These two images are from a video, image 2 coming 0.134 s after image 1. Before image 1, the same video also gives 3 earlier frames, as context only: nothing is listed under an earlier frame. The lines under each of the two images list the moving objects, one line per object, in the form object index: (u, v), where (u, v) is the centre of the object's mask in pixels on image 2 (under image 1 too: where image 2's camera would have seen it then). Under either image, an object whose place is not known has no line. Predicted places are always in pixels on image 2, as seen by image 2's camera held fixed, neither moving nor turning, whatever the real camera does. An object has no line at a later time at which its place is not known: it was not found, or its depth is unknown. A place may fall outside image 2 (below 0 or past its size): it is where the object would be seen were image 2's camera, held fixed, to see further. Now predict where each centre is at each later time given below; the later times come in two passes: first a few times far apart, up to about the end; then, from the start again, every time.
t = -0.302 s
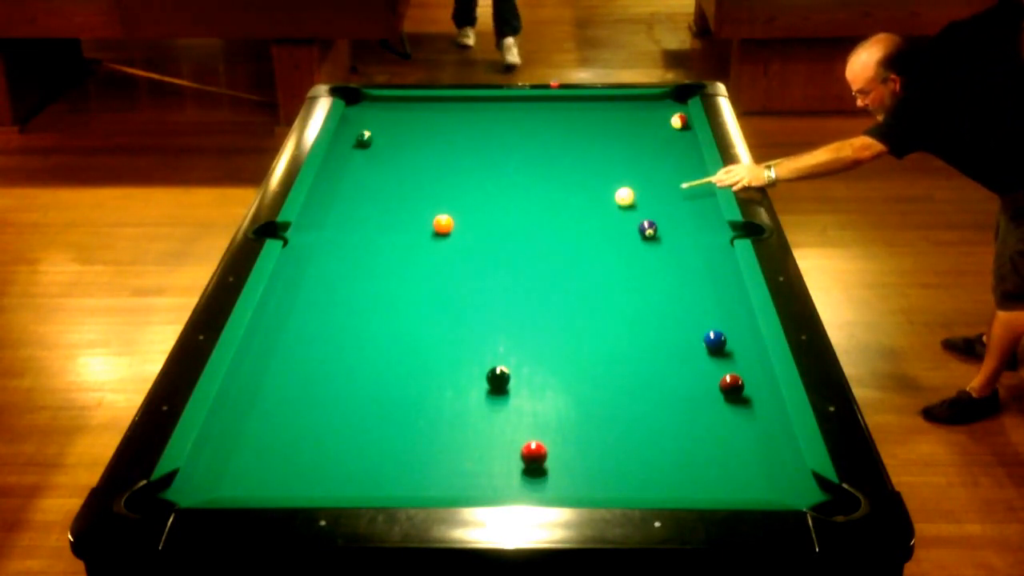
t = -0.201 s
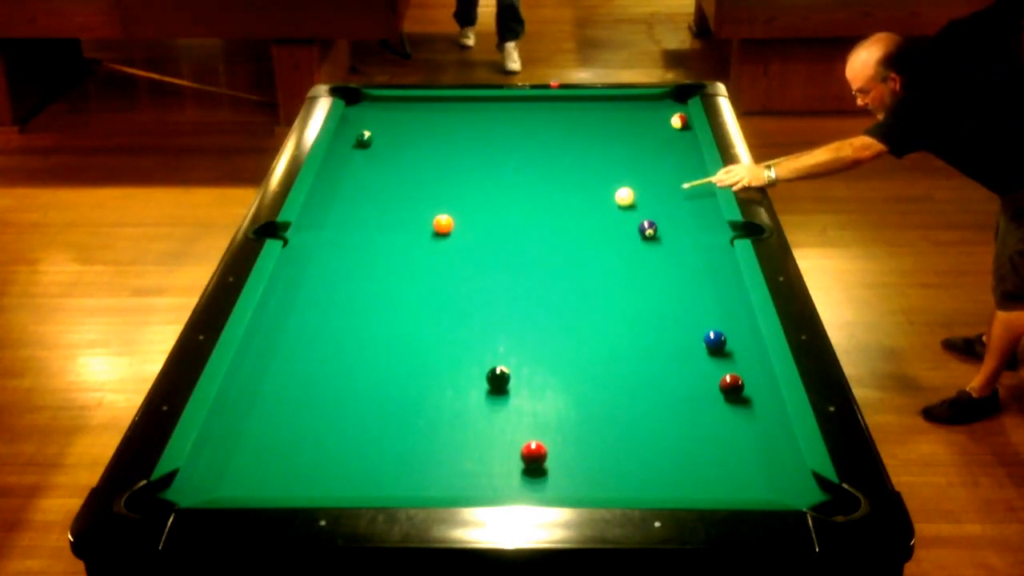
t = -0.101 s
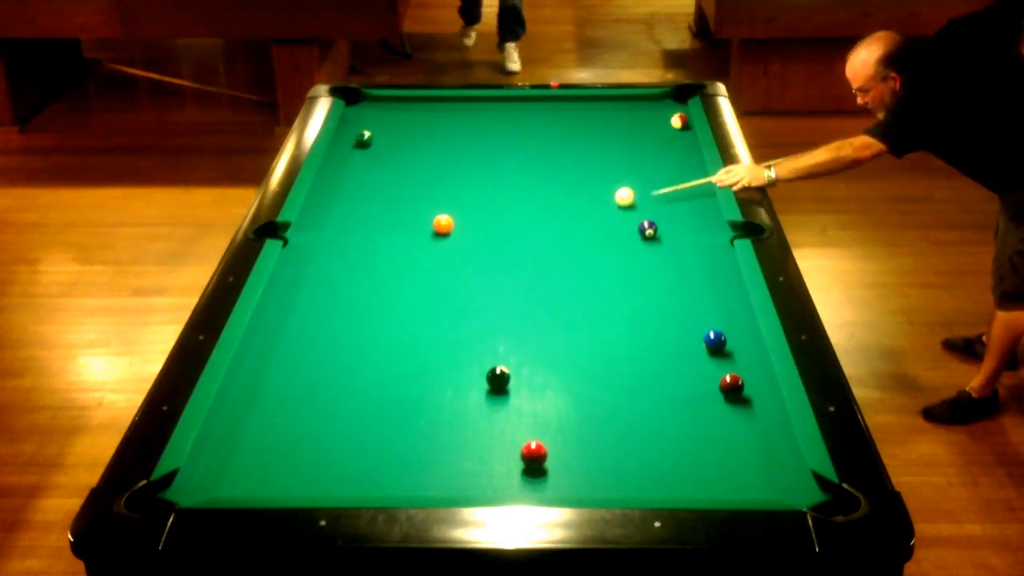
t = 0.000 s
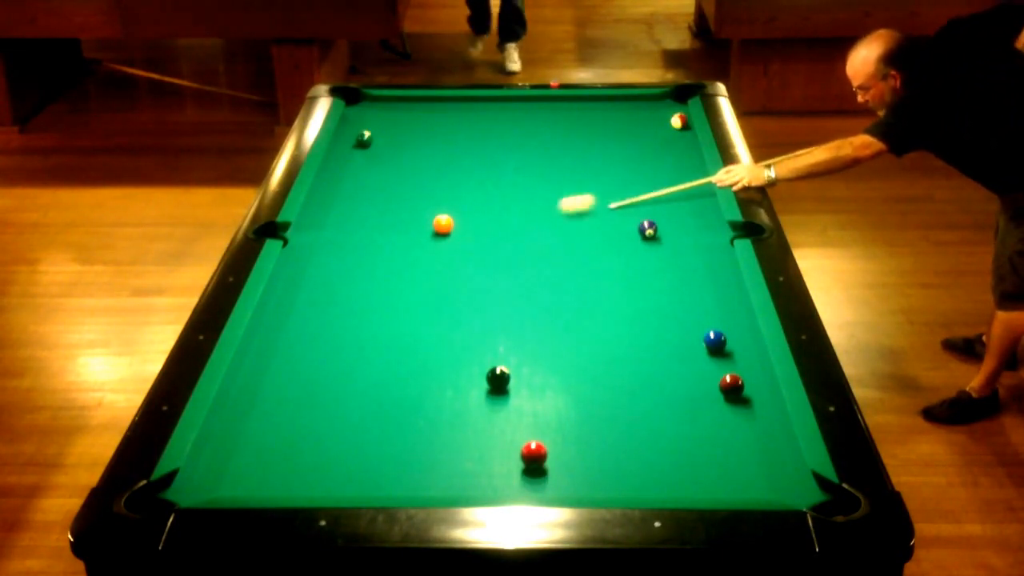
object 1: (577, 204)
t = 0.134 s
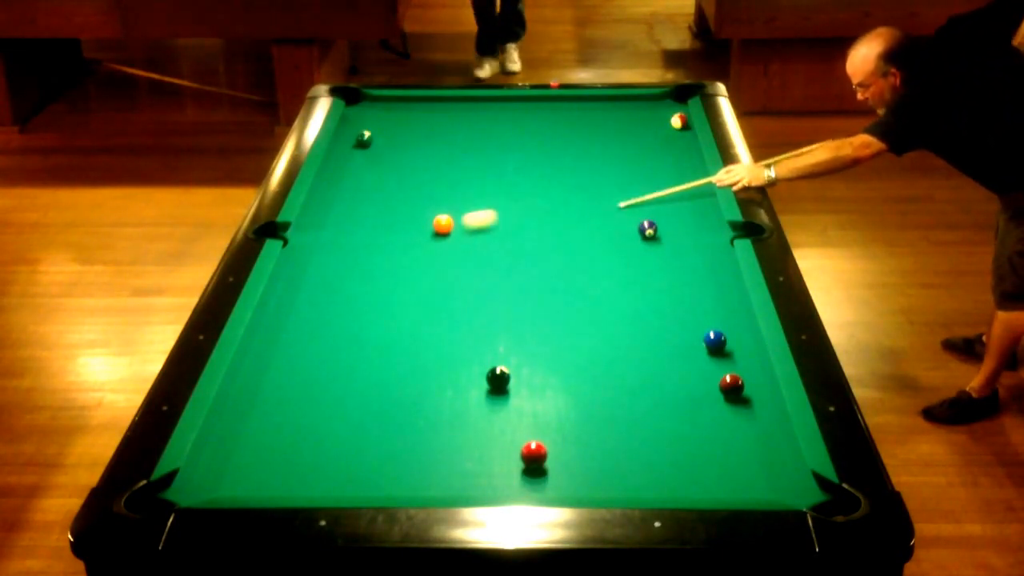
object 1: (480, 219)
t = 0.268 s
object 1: (464, 226)
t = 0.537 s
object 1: (473, 235)
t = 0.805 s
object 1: (481, 243)
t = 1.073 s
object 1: (488, 250)
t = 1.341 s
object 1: (496, 256)
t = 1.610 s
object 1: (502, 262)
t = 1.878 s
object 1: (507, 267)
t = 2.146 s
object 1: (512, 271)
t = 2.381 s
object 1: (515, 275)
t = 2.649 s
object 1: (518, 277)
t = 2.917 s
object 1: (520, 279)
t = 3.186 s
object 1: (521, 279)
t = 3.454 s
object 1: (521, 279)
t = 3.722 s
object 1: (521, 279)
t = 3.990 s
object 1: (520, 279)
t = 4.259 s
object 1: (520, 279)
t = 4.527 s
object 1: (520, 279)
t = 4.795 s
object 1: (520, 279)
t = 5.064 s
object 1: (520, 279)
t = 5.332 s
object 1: (521, 279)
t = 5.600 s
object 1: (520, 279)
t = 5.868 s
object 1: (521, 279)
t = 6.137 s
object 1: (520, 279)
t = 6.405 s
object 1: (521, 279)
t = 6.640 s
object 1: (520, 279)
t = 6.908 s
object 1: (521, 279)
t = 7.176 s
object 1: (521, 279)
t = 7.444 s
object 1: (520, 279)
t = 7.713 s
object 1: (520, 279)
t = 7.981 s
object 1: (520, 280)
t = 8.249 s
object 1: (520, 279)
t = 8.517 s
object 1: (520, 279)
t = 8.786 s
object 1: (520, 279)
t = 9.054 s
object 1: (520, 279)
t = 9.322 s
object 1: (520, 279)
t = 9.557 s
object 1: (521, 279)
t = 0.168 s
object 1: (463, 223)
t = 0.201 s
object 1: (463, 224)
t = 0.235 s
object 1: (463, 225)
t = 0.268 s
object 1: (464, 226)
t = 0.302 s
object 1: (465, 228)
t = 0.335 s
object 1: (467, 229)
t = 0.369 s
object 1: (468, 230)
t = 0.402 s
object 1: (469, 231)
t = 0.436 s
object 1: (470, 232)
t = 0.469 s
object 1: (471, 233)
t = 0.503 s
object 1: (472, 234)
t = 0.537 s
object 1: (473, 235)
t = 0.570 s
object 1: (474, 236)
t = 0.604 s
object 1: (475, 237)
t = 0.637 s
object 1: (476, 238)
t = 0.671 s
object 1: (477, 239)
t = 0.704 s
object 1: (478, 240)
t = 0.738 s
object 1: (479, 241)
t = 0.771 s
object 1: (480, 242)
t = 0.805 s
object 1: (481, 243)
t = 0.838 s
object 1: (482, 243)
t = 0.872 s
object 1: (483, 244)
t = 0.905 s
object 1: (484, 245)
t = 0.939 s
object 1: (485, 246)
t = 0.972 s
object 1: (485, 247)
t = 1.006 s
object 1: (486, 248)
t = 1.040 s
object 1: (487, 249)
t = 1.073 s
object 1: (488, 250)
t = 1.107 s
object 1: (489, 250)
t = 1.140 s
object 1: (490, 251)
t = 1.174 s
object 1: (491, 252)
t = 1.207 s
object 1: (492, 253)
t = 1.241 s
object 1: (493, 254)
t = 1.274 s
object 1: (494, 254)
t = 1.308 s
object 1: (495, 255)
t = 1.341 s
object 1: (496, 256)
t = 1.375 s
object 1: (496, 257)
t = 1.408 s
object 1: (497, 258)
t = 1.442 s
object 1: (498, 258)
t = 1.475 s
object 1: (498, 259)
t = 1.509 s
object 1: (499, 260)
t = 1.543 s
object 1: (500, 260)
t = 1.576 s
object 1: (501, 261)
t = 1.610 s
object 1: (502, 262)
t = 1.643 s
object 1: (503, 262)
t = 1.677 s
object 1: (503, 263)
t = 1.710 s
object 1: (504, 264)
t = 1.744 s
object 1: (505, 264)
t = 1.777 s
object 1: (505, 265)
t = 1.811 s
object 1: (506, 266)
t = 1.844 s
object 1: (507, 267)
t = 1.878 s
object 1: (507, 267)
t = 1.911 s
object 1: (508, 268)
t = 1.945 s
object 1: (508, 268)
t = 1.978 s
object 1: (509, 269)
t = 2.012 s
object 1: (510, 269)
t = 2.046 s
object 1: (510, 269)
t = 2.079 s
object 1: (511, 270)
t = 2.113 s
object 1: (511, 270)
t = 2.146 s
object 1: (512, 271)
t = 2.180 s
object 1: (513, 271)
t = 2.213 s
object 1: (513, 272)
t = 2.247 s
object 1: (513, 272)
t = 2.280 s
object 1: (514, 273)
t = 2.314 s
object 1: (514, 273)
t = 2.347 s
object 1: (515, 274)
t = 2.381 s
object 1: (515, 275)
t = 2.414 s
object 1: (516, 274)
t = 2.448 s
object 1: (516, 275)
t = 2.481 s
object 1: (516, 275)
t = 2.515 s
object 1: (517, 276)
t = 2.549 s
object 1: (517, 276)
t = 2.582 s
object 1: (517, 276)
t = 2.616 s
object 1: (518, 277)
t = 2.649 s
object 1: (518, 277)
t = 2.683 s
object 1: (518, 277)
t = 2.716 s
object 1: (519, 277)
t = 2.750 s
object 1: (519, 278)
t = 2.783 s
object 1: (519, 278)
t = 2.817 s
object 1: (520, 278)
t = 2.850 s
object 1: (520, 278)
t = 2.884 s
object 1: (520, 278)
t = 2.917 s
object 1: (520, 279)
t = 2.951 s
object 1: (520, 279)
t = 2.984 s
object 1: (520, 279)
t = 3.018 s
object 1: (520, 279)
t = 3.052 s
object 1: (521, 279)
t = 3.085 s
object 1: (521, 279)
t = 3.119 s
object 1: (521, 279)
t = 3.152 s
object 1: (521, 279)
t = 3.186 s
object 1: (521, 279)
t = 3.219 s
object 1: (521, 279)
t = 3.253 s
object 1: (521, 279)
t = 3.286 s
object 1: (521, 279)
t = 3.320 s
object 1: (521, 279)
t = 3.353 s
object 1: (521, 279)
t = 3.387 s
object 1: (521, 279)
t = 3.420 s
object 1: (521, 279)
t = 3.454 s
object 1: (521, 279)
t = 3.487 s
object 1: (521, 279)
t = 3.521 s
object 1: (521, 279)
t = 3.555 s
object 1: (521, 279)
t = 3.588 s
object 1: (521, 279)
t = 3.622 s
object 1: (521, 279)
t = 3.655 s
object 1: (521, 279)
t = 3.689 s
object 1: (521, 279)
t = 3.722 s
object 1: (521, 279)
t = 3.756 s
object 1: (520, 279)
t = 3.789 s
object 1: (521, 279)
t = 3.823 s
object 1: (521, 279)
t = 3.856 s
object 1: (521, 279)
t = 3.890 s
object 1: (521, 279)
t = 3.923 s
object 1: (521, 279)
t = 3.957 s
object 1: (520, 279)
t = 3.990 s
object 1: (520, 279)
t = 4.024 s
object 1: (520, 279)
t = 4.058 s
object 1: (521, 279)
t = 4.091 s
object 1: (520, 279)
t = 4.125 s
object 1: (520, 279)
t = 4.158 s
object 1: (520, 279)
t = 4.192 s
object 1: (520, 279)
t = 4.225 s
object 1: (520, 279)
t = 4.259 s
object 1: (520, 279)
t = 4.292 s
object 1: (520, 279)
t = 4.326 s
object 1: (520, 279)
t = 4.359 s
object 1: (521, 279)
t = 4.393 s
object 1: (520, 279)
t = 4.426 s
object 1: (520, 279)
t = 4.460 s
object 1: (520, 279)
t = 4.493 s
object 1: (521, 279)
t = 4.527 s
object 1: (520, 279)
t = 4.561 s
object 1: (521, 279)
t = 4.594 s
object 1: (520, 279)
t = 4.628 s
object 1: (520, 279)
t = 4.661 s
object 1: (520, 279)
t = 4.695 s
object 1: (520, 279)
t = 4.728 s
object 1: (520, 279)
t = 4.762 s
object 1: (520, 279)
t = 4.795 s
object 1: (520, 279)
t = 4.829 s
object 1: (520, 279)
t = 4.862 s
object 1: (520, 279)
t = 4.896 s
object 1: (521, 279)
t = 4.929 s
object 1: (520, 279)
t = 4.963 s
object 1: (520, 279)
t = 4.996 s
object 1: (520, 279)
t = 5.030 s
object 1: (521, 279)
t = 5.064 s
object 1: (520, 279)
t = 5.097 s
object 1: (520, 279)
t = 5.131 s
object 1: (520, 279)
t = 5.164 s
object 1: (520, 279)
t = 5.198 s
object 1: (520, 279)
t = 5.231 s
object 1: (520, 279)
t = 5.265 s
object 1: (521, 279)
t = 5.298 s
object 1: (521, 279)
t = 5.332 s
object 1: (521, 279)
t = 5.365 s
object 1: (521, 279)
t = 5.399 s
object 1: (521, 279)
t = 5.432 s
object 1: (521, 279)
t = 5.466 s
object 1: (521, 279)
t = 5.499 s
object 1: (521, 279)
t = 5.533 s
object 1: (521, 279)
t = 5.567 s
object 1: (520, 279)
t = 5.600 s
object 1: (520, 279)
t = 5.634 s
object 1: (520, 279)
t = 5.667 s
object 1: (520, 279)
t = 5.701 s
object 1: (520, 279)
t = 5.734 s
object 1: (521, 279)
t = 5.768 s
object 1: (521, 279)
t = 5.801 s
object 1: (521, 279)
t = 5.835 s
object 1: (521, 279)
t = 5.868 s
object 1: (521, 279)
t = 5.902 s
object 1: (520, 279)
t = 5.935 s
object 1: (520, 279)
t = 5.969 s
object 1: (520, 279)
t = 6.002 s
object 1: (520, 279)
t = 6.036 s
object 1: (520, 279)
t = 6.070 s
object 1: (520, 279)
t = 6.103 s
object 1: (520, 279)
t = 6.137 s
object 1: (520, 279)
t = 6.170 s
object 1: (520, 279)
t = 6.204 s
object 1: (520, 279)
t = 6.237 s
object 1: (520, 279)
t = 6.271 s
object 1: (520, 279)
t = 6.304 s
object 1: (520, 279)
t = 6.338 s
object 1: (520, 279)
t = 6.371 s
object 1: (520, 279)
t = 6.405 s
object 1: (521, 279)
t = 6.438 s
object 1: (520, 279)
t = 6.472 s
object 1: (520, 279)
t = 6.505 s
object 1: (521, 279)
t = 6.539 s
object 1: (521, 279)
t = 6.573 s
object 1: (521, 279)
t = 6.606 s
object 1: (521, 279)
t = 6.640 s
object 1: (520, 279)
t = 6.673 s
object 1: (521, 279)
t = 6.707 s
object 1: (521, 279)
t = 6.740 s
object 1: (521, 279)
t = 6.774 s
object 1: (521, 279)
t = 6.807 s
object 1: (521, 279)
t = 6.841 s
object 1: (521, 279)
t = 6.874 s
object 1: (521, 279)
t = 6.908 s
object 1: (521, 279)
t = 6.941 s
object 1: (521, 279)
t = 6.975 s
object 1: (521, 279)
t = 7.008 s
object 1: (521, 279)
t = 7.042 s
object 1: (521, 279)
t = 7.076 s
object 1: (521, 280)
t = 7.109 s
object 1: (521, 279)
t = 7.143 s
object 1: (521, 279)
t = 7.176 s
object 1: (521, 279)
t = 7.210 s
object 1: (521, 279)
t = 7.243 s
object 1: (521, 279)
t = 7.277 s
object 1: (520, 279)
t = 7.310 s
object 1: (520, 279)
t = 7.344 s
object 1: (520, 279)
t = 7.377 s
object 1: (520, 279)
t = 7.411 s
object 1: (520, 280)
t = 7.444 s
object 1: (520, 279)
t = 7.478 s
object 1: (520, 279)
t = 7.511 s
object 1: (520, 279)
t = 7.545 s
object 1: (521, 279)
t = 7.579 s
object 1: (520, 279)
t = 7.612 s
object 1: (520, 279)
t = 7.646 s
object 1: (520, 280)
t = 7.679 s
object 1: (520, 279)
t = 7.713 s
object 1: (520, 279)
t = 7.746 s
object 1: (520, 279)
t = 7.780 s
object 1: (520, 280)
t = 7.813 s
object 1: (520, 279)
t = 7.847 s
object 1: (520, 279)
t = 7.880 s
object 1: (520, 280)
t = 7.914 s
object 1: (520, 280)
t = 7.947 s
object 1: (520, 280)
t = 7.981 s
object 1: (520, 280)
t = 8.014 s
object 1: (520, 280)
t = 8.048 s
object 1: (520, 279)
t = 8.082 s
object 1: (520, 280)
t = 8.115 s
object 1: (520, 279)
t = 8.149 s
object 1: (520, 280)
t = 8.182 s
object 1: (520, 280)
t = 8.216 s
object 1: (520, 280)
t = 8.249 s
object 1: (520, 279)
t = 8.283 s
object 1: (520, 279)
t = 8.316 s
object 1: (520, 279)
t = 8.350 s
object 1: (520, 279)
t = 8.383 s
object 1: (520, 279)
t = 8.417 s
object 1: (520, 279)
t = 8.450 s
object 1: (520, 279)
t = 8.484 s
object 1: (520, 279)
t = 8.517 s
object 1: (520, 279)
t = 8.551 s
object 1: (520, 279)
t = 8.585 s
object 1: (520, 279)
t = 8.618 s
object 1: (520, 279)
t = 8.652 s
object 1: (520, 279)
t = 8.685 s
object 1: (520, 279)
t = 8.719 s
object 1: (520, 279)
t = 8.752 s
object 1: (520, 279)
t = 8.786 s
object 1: (520, 279)
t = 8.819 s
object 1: (520, 279)
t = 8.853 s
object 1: (520, 279)
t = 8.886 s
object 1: (520, 279)
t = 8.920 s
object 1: (520, 279)
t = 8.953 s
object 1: (520, 279)
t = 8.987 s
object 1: (520, 279)
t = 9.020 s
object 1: (520, 279)
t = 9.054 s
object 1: (520, 279)
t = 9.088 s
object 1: (520, 279)
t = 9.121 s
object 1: (520, 279)
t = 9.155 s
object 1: (520, 279)
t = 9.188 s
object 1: (520, 279)
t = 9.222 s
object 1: (520, 279)
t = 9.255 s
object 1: (520, 279)
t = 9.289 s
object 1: (520, 279)
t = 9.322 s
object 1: (520, 279)
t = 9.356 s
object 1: (520, 279)
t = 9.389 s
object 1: (520, 279)
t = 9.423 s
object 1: (520, 279)
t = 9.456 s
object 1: (520, 279)
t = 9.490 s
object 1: (521, 279)
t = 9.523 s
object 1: (521, 279)
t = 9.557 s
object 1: (521, 279)
